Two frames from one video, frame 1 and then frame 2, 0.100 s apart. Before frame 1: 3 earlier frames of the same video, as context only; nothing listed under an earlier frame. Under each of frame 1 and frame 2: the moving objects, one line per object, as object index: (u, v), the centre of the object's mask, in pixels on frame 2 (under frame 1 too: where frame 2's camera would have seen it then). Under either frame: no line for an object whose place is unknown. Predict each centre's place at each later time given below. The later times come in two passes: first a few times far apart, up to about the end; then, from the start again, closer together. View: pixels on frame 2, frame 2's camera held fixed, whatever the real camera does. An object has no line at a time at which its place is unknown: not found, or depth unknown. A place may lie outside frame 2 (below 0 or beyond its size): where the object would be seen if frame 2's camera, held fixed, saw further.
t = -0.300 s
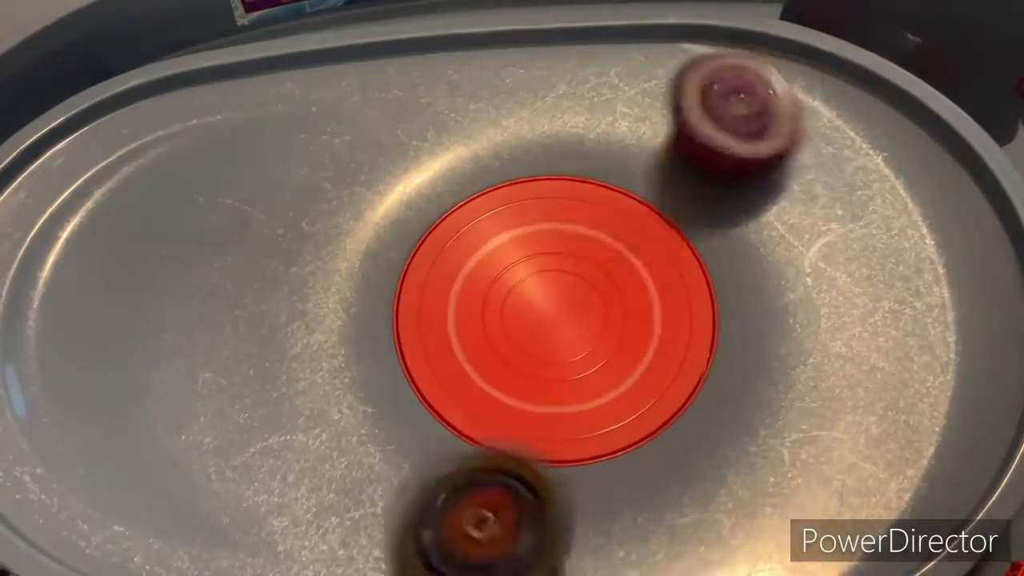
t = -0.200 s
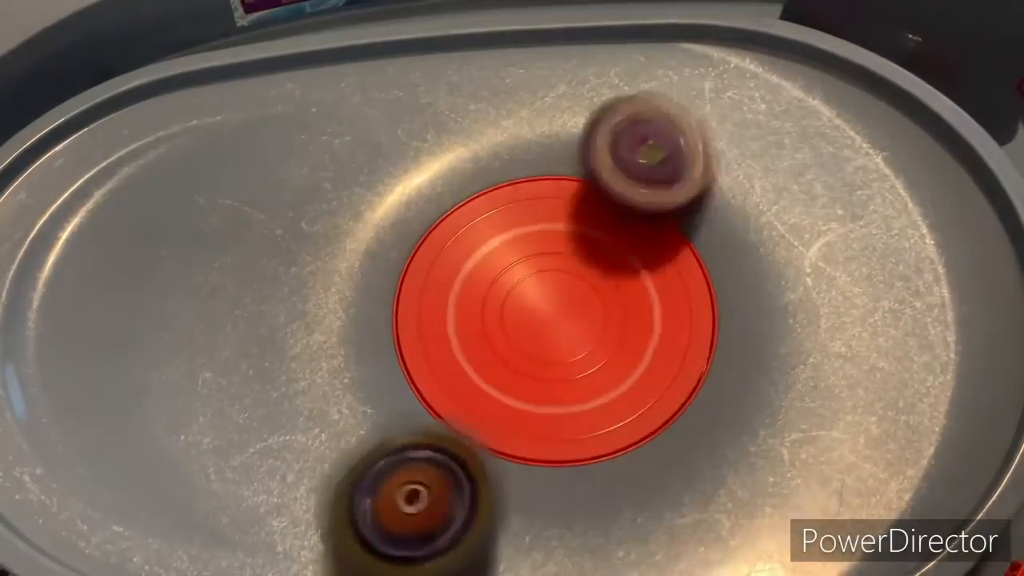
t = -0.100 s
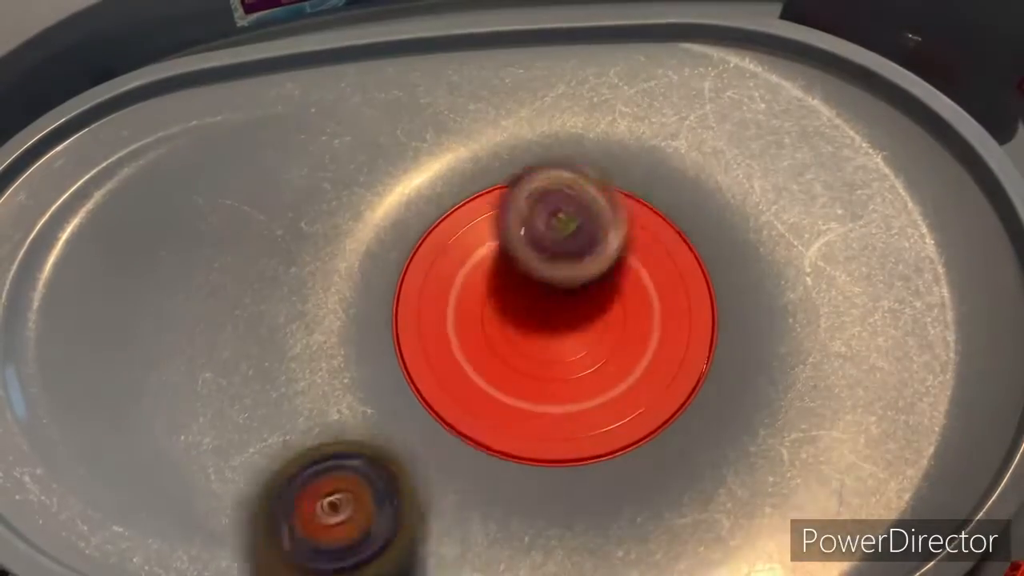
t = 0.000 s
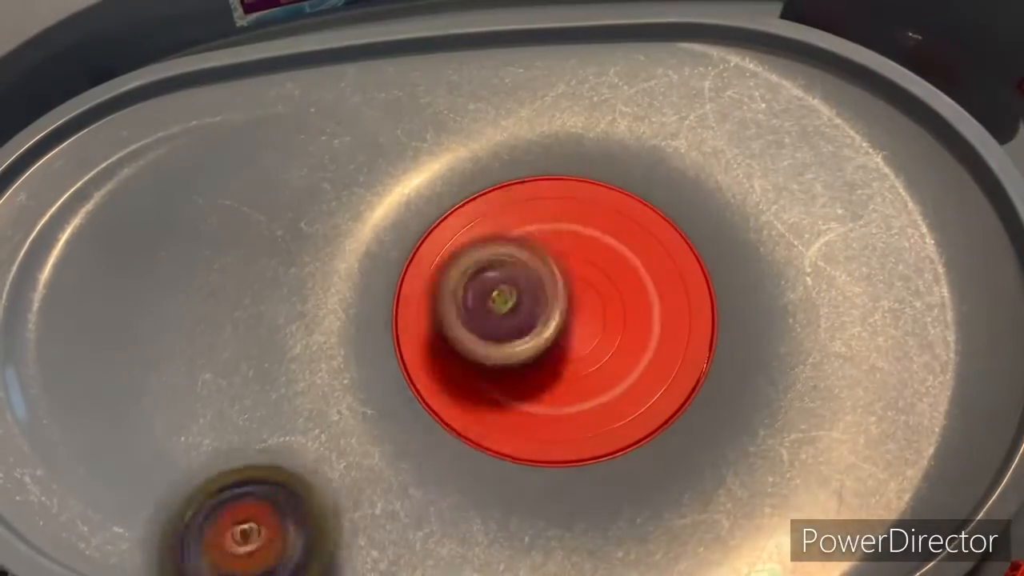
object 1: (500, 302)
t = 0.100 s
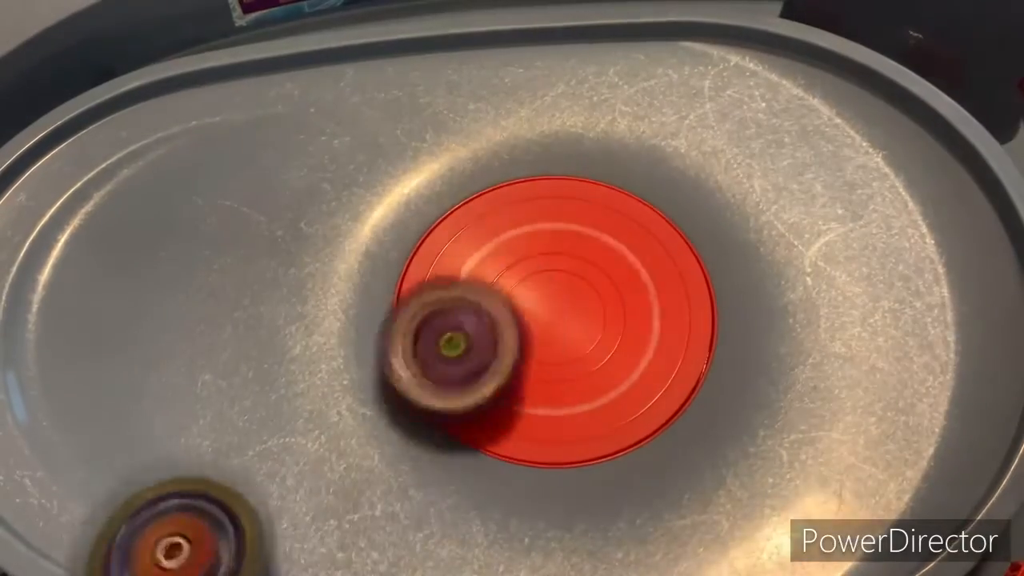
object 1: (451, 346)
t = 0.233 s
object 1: (414, 337)
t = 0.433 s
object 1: (481, 225)
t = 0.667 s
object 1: (668, 198)
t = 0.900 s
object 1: (637, 451)
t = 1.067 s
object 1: (500, 451)
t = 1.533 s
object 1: (587, 142)
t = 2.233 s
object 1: (524, 451)
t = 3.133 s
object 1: (584, 278)
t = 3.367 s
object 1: (625, 514)
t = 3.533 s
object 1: (611, 531)
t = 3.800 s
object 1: (599, 401)
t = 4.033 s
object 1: (622, 284)
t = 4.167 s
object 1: (650, 333)
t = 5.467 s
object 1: (397, 255)
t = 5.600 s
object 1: (489, 227)
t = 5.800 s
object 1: (706, 250)
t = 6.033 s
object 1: (686, 348)
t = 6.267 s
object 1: (683, 347)
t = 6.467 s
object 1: (683, 346)
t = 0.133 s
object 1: (437, 350)
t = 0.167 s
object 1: (425, 350)
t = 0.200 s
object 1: (417, 345)
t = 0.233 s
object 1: (414, 337)
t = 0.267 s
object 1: (418, 326)
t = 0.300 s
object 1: (422, 314)
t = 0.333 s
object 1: (434, 295)
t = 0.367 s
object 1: (447, 274)
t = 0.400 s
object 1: (465, 249)
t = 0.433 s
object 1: (481, 225)
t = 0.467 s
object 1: (506, 199)
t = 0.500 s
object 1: (536, 175)
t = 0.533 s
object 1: (567, 160)
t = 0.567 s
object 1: (597, 154)
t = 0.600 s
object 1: (624, 158)
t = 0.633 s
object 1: (646, 174)
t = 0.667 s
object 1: (668, 198)
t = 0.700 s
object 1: (689, 229)
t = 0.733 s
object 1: (704, 265)
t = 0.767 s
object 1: (718, 308)
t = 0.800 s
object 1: (710, 355)
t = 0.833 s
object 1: (691, 397)
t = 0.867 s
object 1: (667, 428)
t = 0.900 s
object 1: (637, 451)
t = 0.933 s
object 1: (601, 465)
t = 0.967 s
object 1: (573, 469)
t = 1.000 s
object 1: (543, 466)
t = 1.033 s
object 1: (520, 459)
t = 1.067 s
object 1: (500, 451)
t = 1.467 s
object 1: (521, 163)
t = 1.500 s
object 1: (555, 147)
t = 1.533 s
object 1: (587, 142)
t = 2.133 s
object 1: (528, 467)
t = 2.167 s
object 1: (525, 453)
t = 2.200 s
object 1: (524, 449)
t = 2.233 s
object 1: (524, 451)
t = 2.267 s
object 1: (523, 447)
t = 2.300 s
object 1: (525, 439)
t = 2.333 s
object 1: (527, 430)
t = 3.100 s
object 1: (566, 249)
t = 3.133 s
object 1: (584, 278)
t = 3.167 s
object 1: (608, 315)
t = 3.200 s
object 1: (622, 354)
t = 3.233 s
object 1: (631, 400)
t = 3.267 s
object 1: (631, 436)
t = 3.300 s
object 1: (628, 470)
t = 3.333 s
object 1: (625, 502)
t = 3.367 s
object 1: (625, 514)
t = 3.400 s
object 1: (622, 524)
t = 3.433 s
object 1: (619, 531)
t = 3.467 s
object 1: (620, 535)
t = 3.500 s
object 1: (616, 535)
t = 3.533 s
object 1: (611, 531)
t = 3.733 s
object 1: (604, 446)
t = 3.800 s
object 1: (599, 401)
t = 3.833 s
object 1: (589, 378)
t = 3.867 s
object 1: (571, 350)
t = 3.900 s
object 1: (565, 330)
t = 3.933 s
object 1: (588, 312)
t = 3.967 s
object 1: (602, 298)
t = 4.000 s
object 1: (614, 287)
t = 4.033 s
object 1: (622, 284)
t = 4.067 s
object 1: (630, 289)
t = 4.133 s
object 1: (634, 315)
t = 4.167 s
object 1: (650, 333)
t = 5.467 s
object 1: (397, 255)
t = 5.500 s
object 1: (414, 254)
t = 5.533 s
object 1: (433, 249)
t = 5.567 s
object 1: (459, 239)
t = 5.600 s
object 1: (489, 227)
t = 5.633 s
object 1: (526, 218)
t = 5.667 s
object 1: (567, 213)
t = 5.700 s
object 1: (607, 213)
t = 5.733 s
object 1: (646, 221)
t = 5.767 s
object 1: (681, 233)
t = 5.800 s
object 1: (706, 250)
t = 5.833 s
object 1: (726, 277)
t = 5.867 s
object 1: (731, 296)
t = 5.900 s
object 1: (727, 313)
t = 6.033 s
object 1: (686, 348)
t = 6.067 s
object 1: (681, 352)
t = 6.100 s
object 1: (680, 350)
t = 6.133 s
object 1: (682, 349)
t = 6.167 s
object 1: (682, 347)
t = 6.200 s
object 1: (683, 347)
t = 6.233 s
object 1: (683, 347)
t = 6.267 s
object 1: (683, 347)
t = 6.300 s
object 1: (683, 346)
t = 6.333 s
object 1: (683, 346)
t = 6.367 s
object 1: (683, 347)
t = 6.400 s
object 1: (683, 346)
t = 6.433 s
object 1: (683, 346)
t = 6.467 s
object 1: (683, 346)
